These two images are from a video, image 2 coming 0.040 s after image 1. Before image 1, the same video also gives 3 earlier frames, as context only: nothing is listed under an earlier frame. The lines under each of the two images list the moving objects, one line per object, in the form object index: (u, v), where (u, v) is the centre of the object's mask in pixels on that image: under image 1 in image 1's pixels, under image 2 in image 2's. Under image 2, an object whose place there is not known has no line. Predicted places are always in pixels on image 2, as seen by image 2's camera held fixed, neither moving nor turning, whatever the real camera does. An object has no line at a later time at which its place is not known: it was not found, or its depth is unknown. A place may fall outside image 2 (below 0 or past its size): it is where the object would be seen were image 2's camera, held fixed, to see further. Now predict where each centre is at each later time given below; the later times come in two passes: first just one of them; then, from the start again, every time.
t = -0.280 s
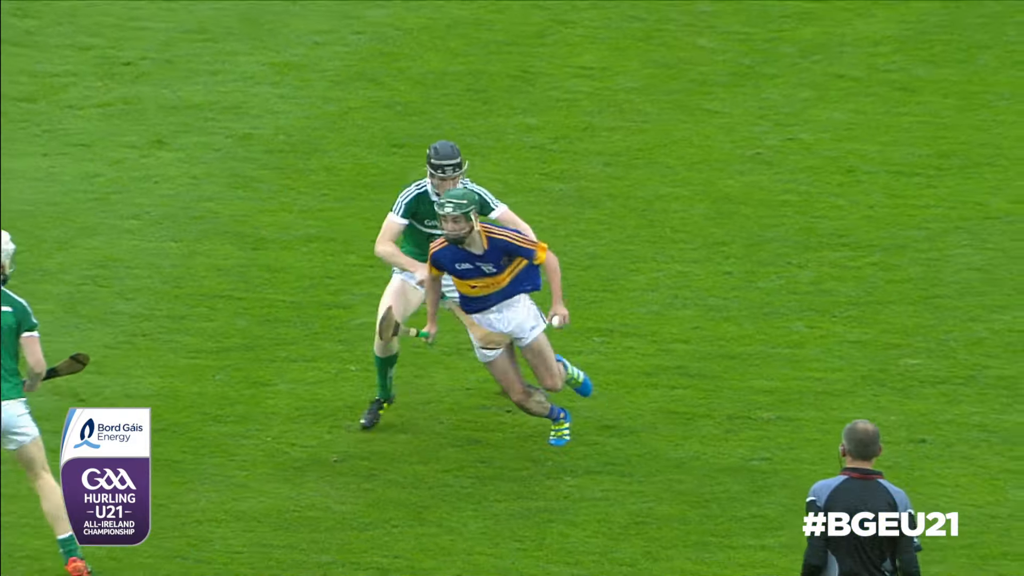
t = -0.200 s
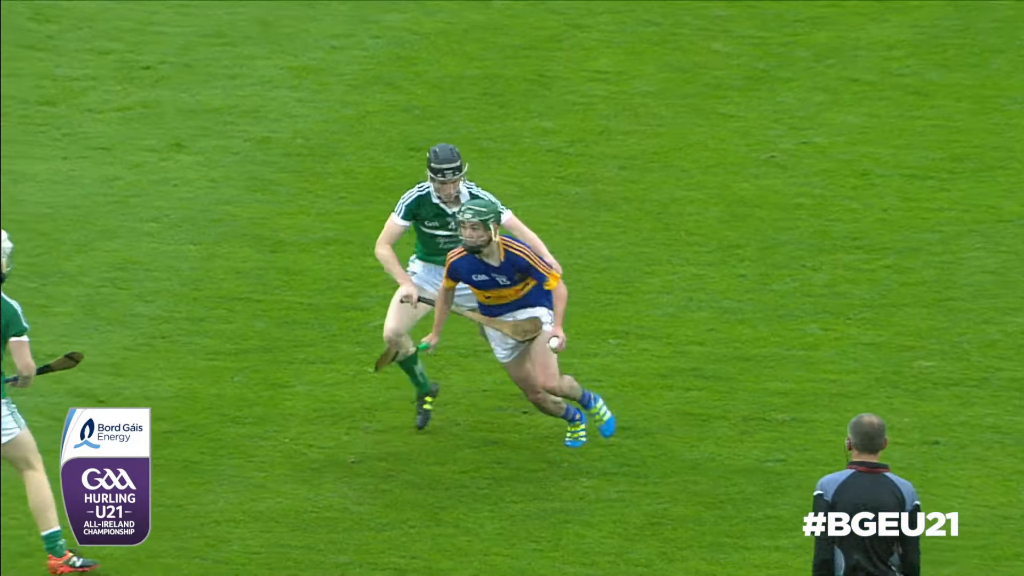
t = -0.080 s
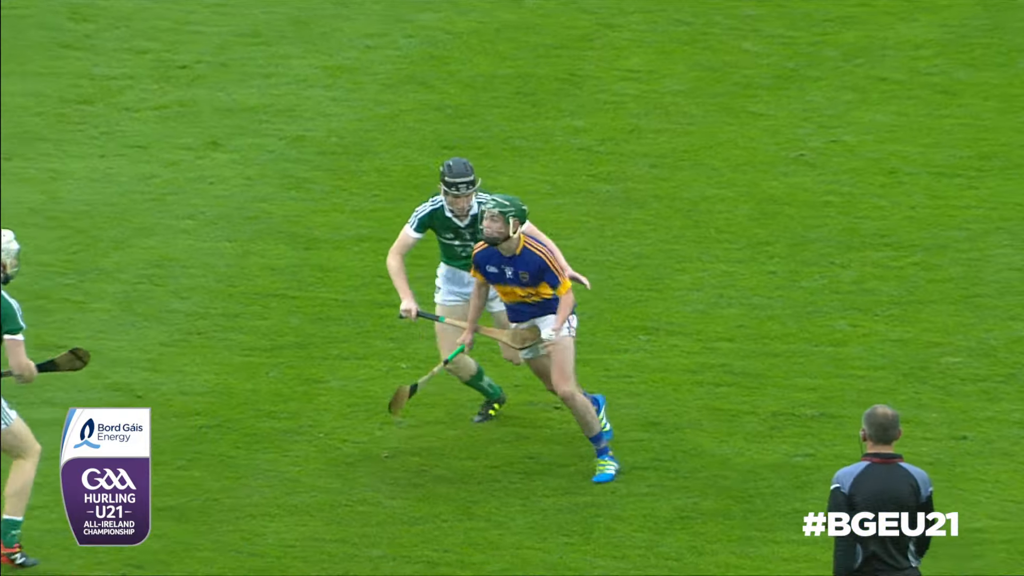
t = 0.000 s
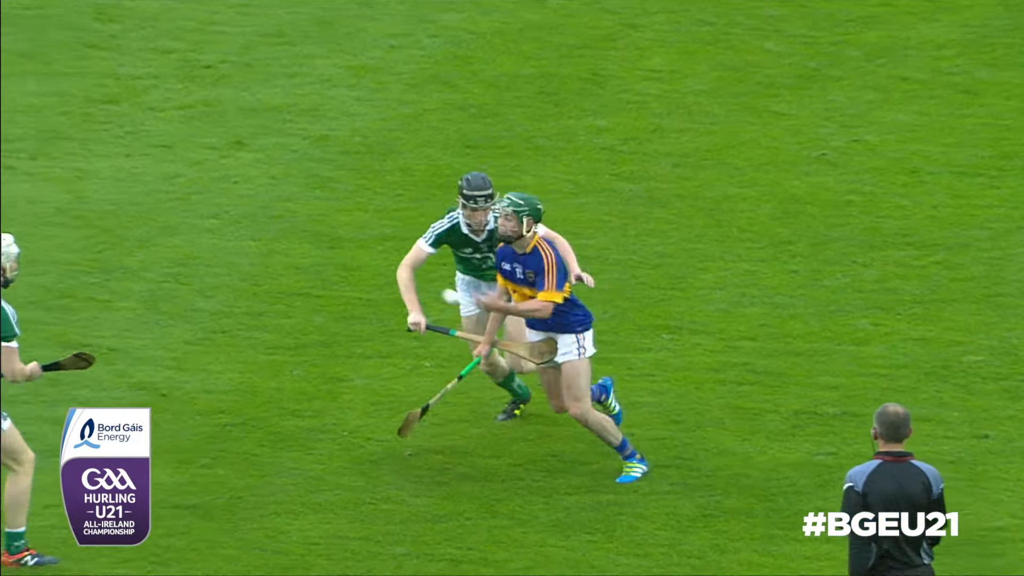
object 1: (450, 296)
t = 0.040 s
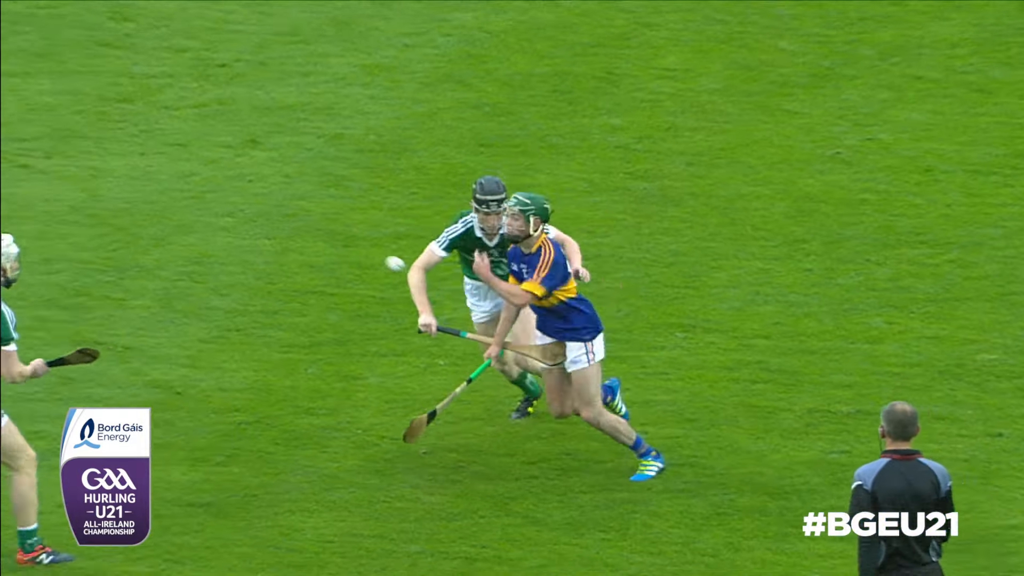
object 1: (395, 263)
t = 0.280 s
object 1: (-31, 118)
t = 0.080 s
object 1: (325, 233)
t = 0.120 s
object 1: (255, 206)
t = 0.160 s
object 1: (184, 181)
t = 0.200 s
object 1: (113, 158)
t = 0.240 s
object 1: (41, 137)
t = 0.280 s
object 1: (-31, 118)
